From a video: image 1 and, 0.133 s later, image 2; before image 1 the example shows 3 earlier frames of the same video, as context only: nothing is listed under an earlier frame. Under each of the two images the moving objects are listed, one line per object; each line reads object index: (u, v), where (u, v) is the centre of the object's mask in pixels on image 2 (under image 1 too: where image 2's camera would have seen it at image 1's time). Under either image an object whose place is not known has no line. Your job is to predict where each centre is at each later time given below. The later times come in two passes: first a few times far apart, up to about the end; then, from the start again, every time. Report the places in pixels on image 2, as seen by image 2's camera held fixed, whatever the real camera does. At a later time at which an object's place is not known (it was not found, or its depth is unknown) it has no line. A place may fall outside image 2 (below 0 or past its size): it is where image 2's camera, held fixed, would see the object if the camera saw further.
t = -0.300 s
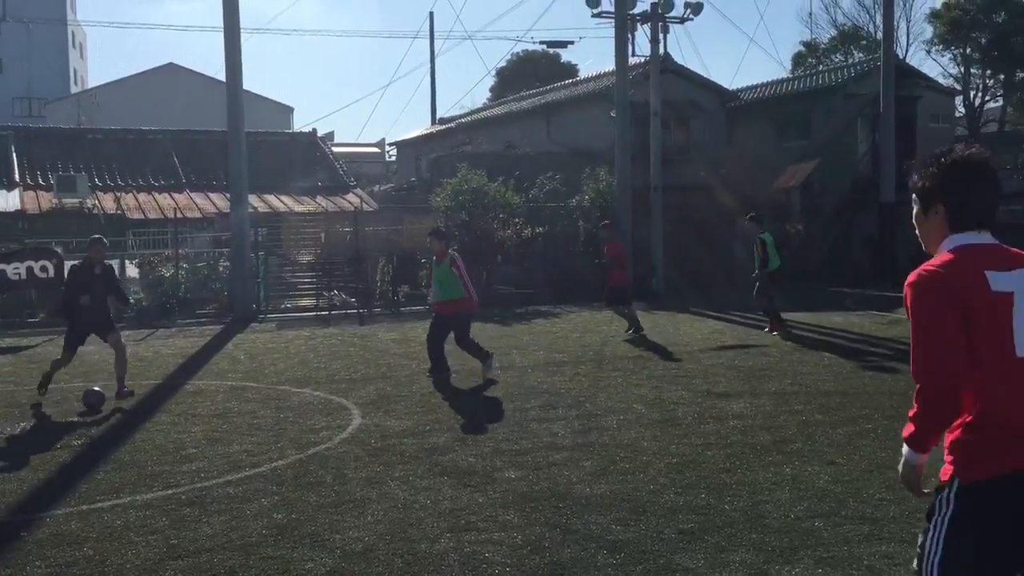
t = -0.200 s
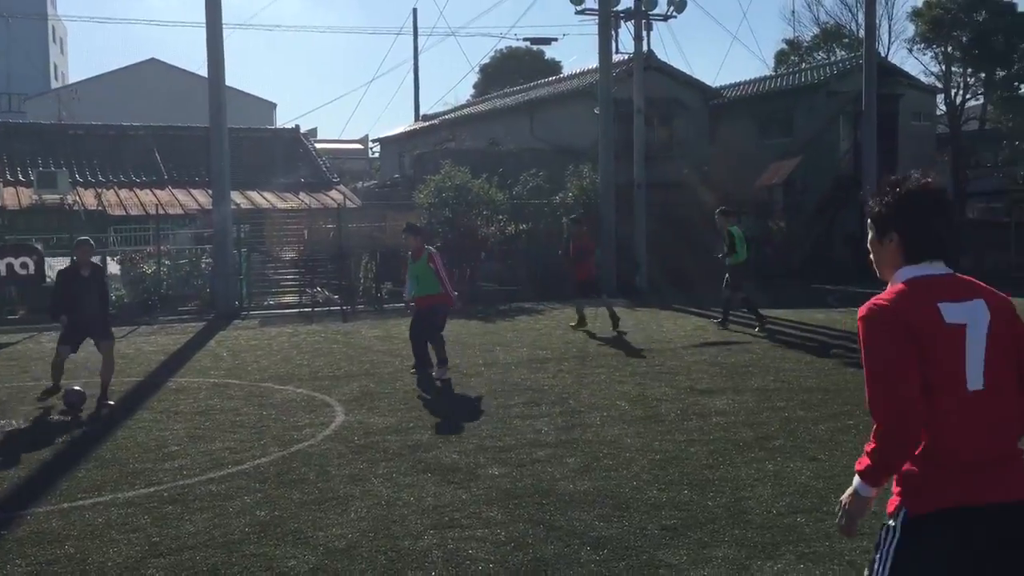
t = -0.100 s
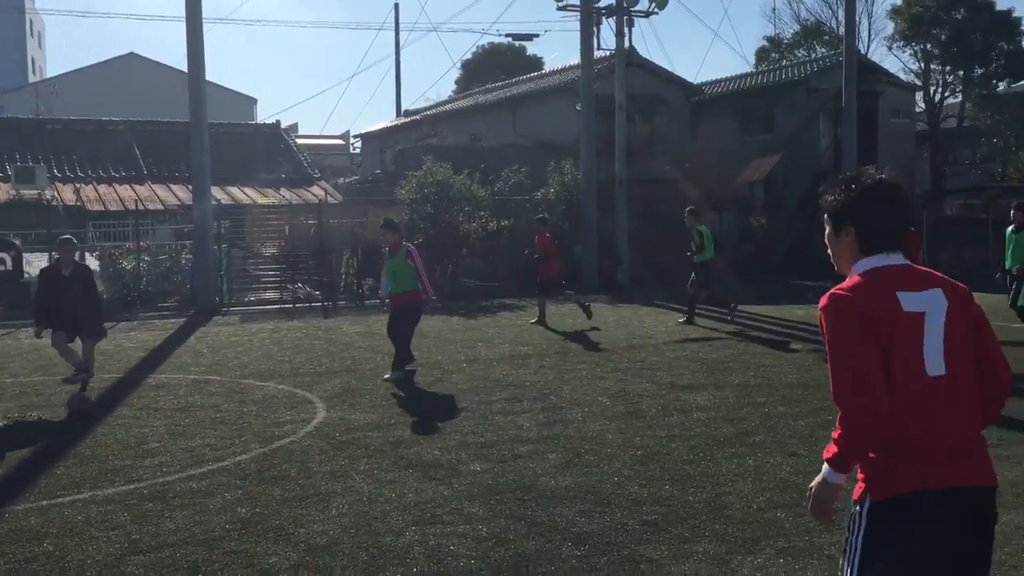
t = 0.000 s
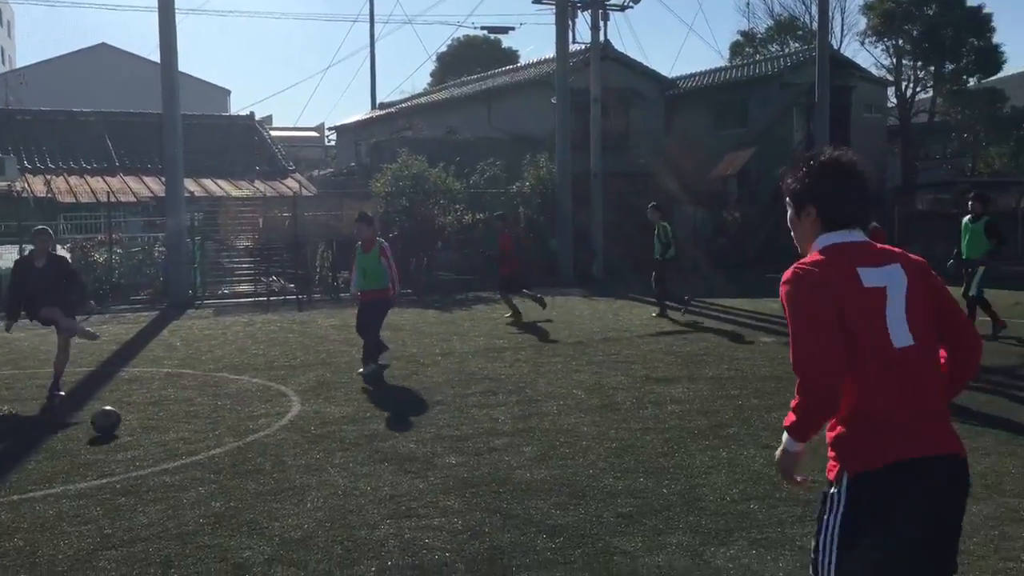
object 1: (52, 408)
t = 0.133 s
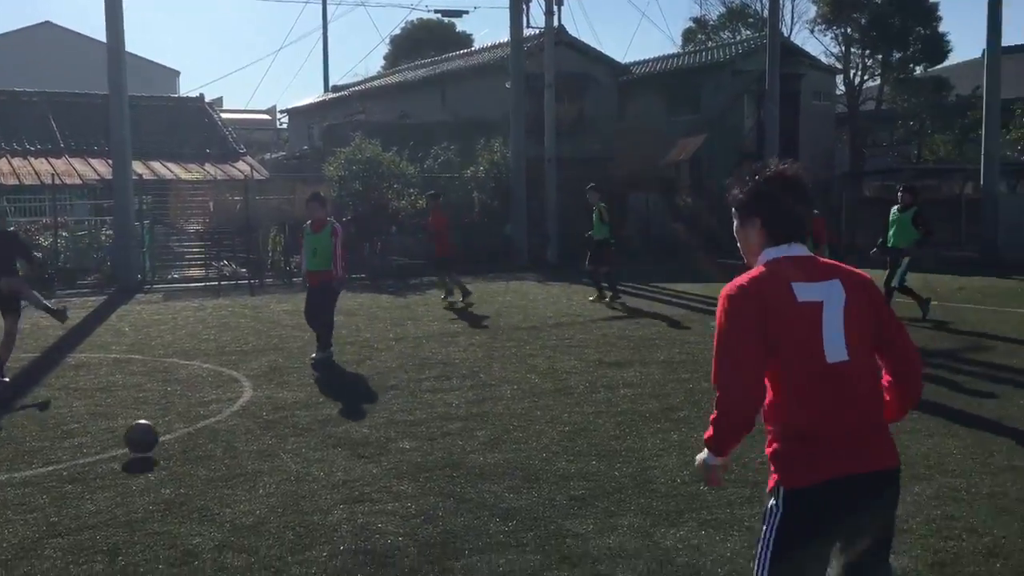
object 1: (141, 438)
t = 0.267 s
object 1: (251, 479)
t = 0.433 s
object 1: (437, 547)
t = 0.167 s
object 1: (168, 452)
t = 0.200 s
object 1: (195, 459)
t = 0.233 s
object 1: (221, 468)
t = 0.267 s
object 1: (251, 479)
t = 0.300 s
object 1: (285, 493)
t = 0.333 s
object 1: (320, 508)
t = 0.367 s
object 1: (355, 518)
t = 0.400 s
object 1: (394, 530)
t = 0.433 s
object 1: (437, 547)
